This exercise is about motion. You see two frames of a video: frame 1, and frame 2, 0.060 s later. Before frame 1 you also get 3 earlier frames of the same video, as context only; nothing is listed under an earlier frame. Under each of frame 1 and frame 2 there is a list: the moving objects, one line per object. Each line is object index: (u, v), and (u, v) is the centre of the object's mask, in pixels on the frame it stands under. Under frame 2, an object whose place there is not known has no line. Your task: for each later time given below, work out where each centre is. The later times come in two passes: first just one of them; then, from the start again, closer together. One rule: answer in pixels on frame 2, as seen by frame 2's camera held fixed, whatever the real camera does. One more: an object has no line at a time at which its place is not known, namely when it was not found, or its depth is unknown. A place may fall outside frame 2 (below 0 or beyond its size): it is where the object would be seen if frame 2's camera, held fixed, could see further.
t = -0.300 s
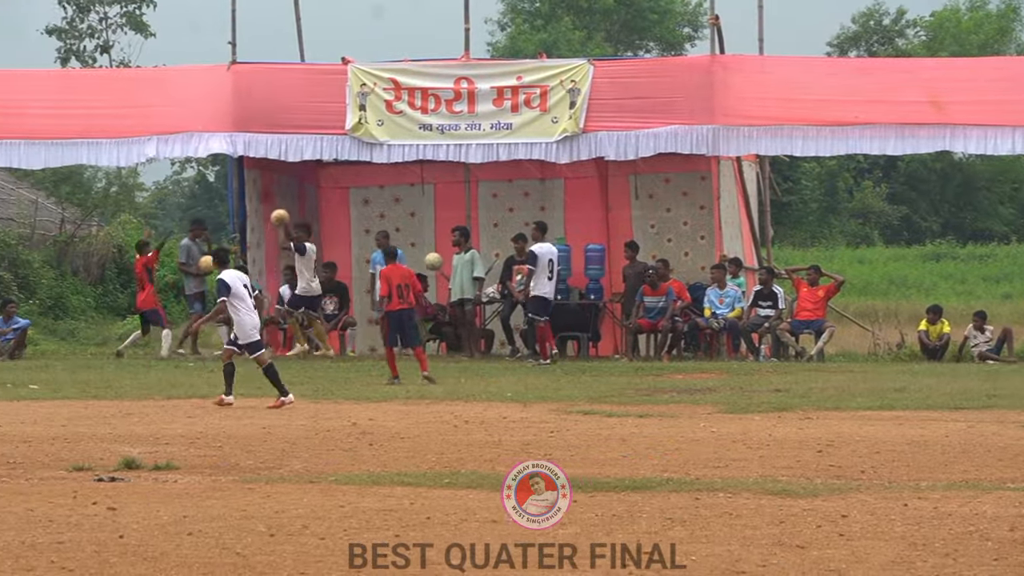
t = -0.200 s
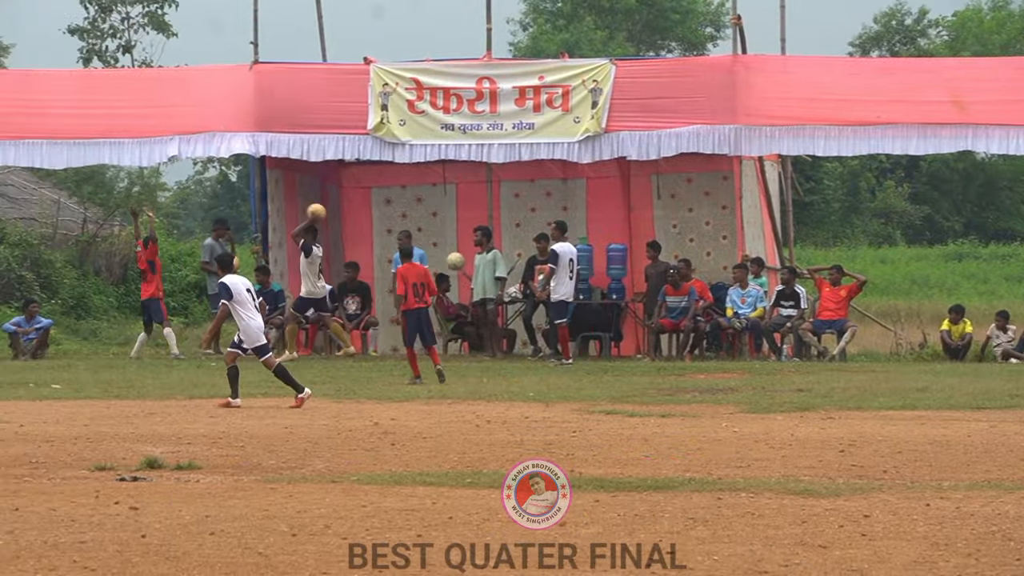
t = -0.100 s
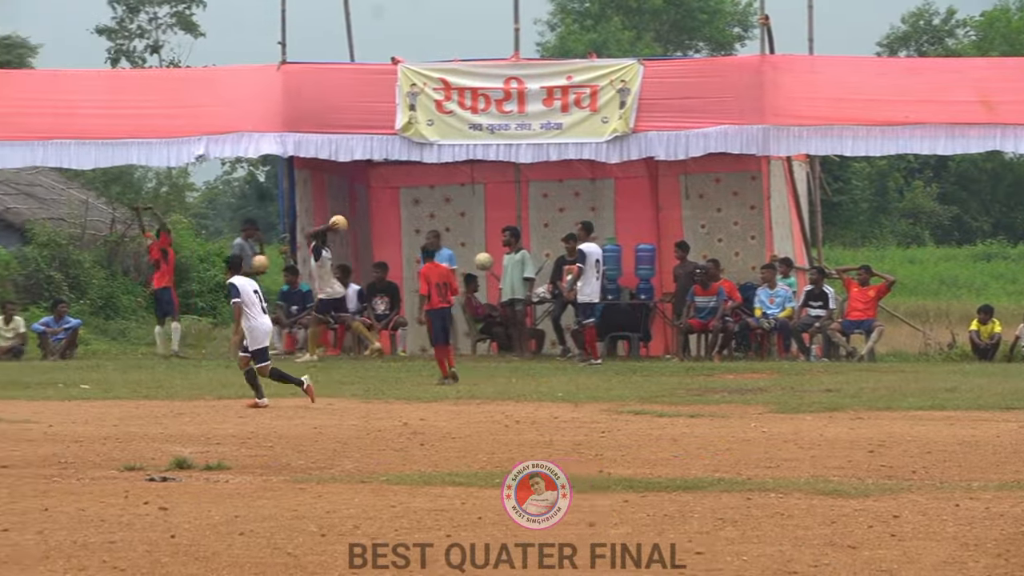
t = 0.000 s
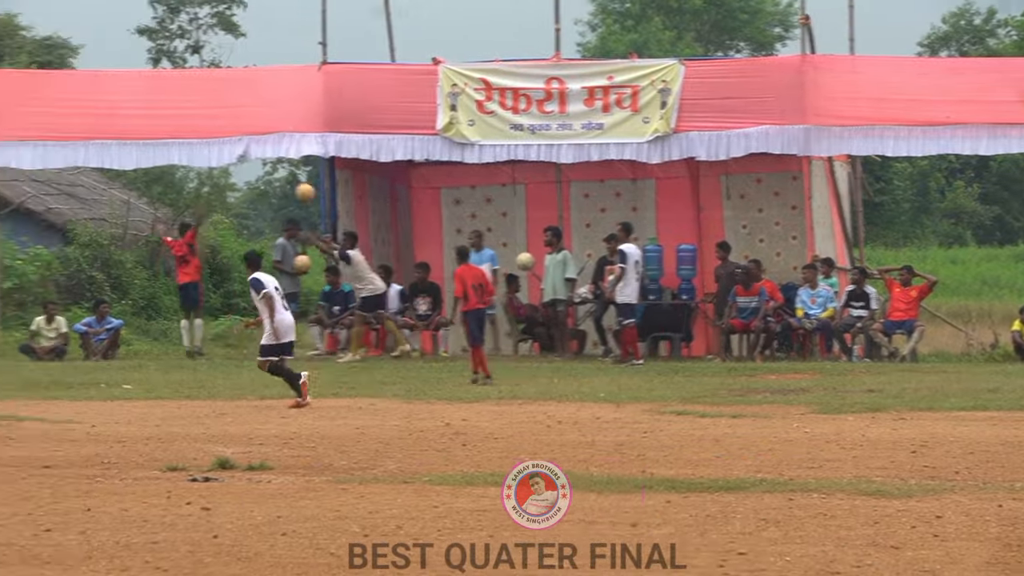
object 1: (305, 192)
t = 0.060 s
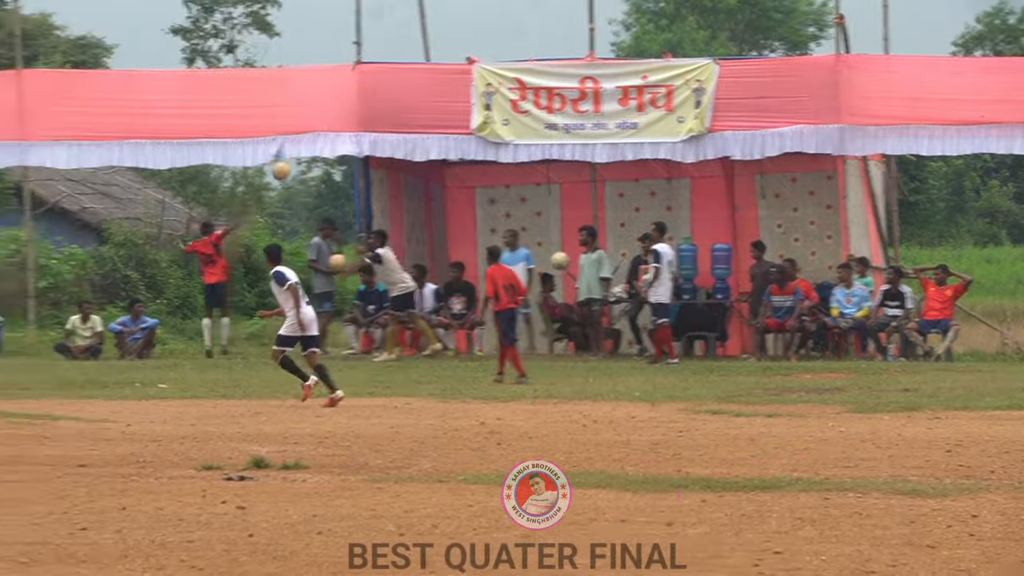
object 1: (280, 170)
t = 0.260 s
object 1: (84, 117)
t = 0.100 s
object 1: (242, 159)
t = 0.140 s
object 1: (203, 147)
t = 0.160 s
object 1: (183, 142)
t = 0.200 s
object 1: (144, 131)
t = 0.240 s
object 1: (104, 121)
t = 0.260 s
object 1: (84, 117)
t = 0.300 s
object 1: (55, 112)
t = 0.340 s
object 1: (14, 105)
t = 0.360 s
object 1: (-7, 102)
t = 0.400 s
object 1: (-51, 97)
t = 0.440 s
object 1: (-95, 94)
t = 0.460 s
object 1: (-117, 92)
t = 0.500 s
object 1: (-162, 90)
